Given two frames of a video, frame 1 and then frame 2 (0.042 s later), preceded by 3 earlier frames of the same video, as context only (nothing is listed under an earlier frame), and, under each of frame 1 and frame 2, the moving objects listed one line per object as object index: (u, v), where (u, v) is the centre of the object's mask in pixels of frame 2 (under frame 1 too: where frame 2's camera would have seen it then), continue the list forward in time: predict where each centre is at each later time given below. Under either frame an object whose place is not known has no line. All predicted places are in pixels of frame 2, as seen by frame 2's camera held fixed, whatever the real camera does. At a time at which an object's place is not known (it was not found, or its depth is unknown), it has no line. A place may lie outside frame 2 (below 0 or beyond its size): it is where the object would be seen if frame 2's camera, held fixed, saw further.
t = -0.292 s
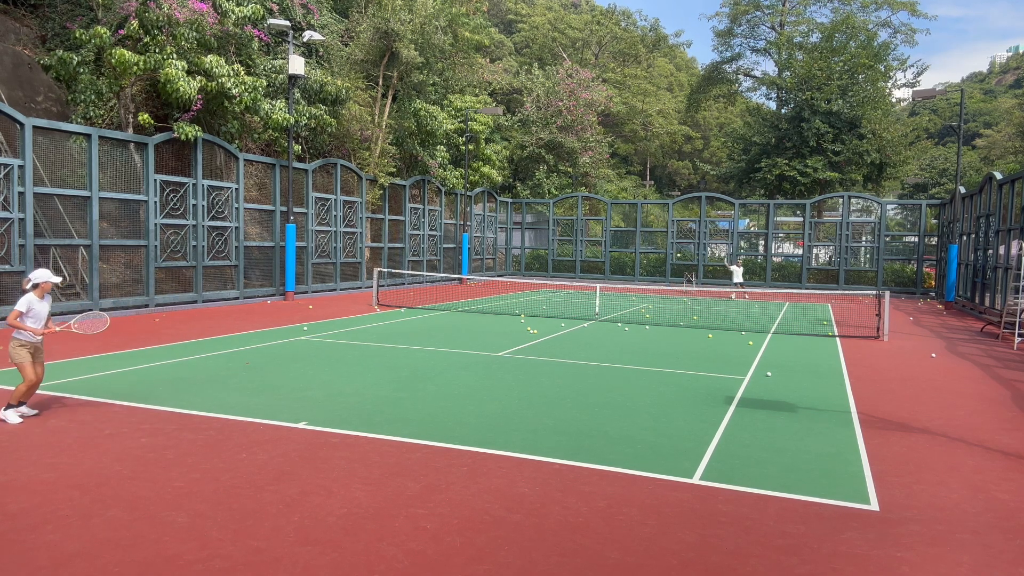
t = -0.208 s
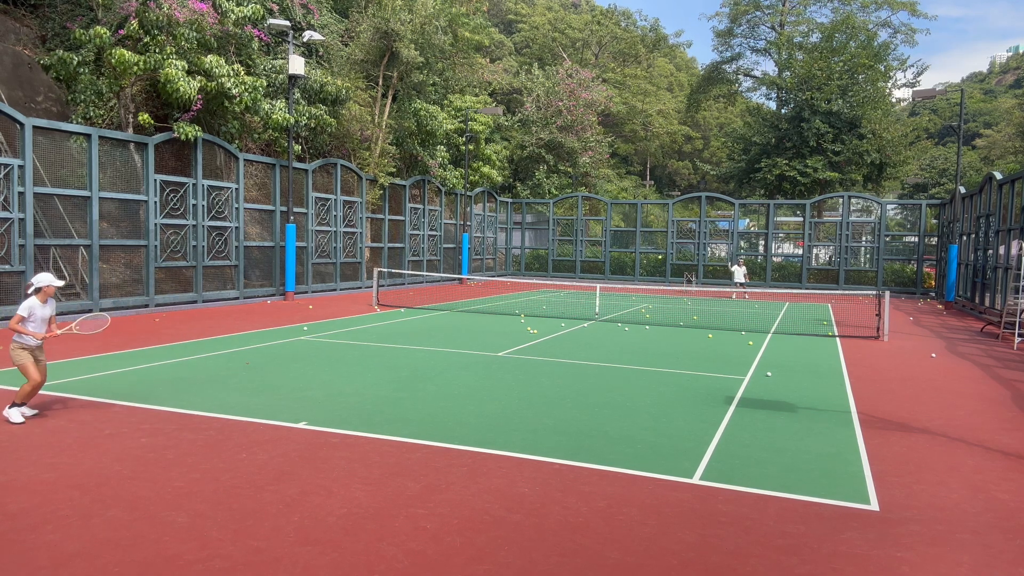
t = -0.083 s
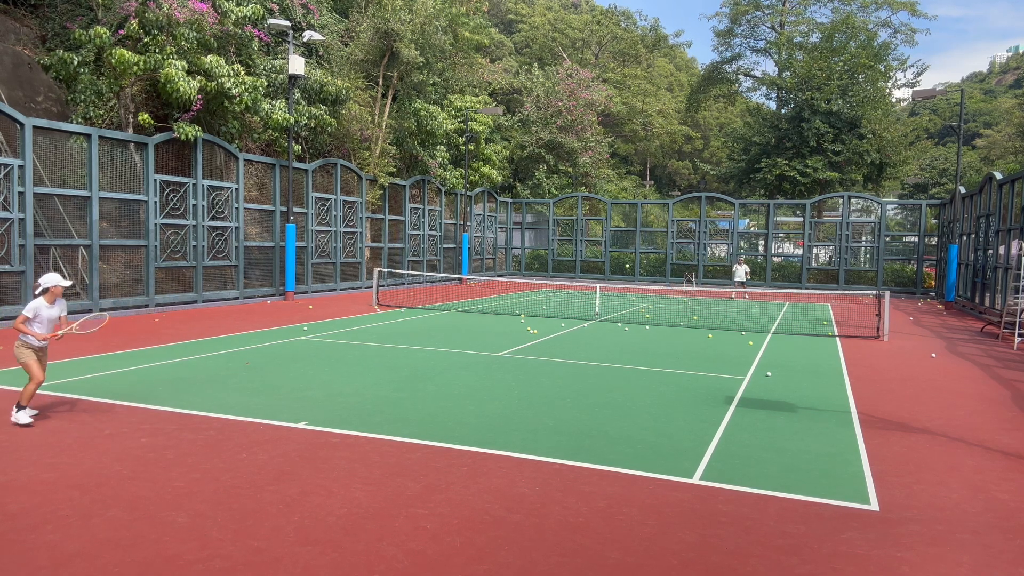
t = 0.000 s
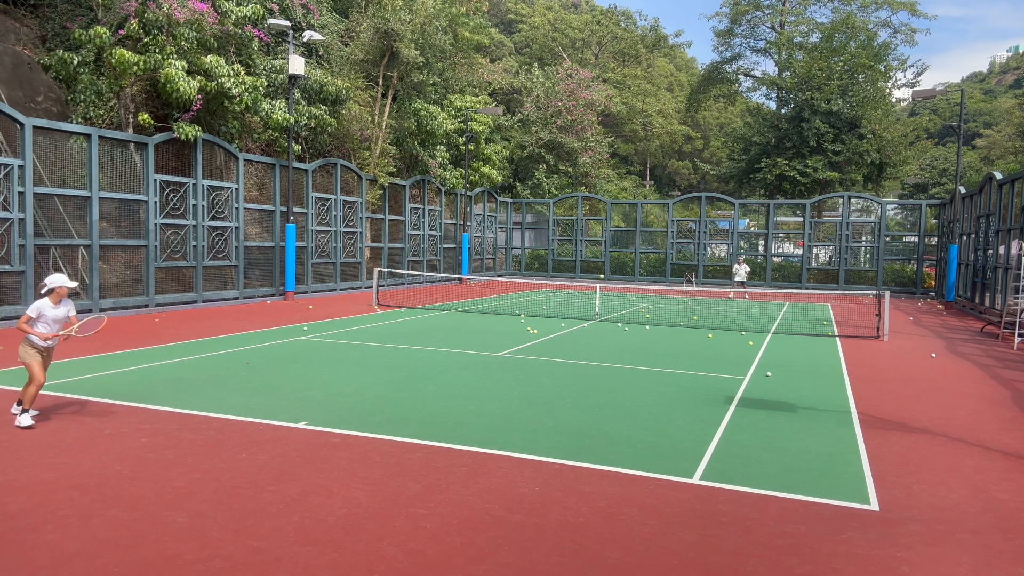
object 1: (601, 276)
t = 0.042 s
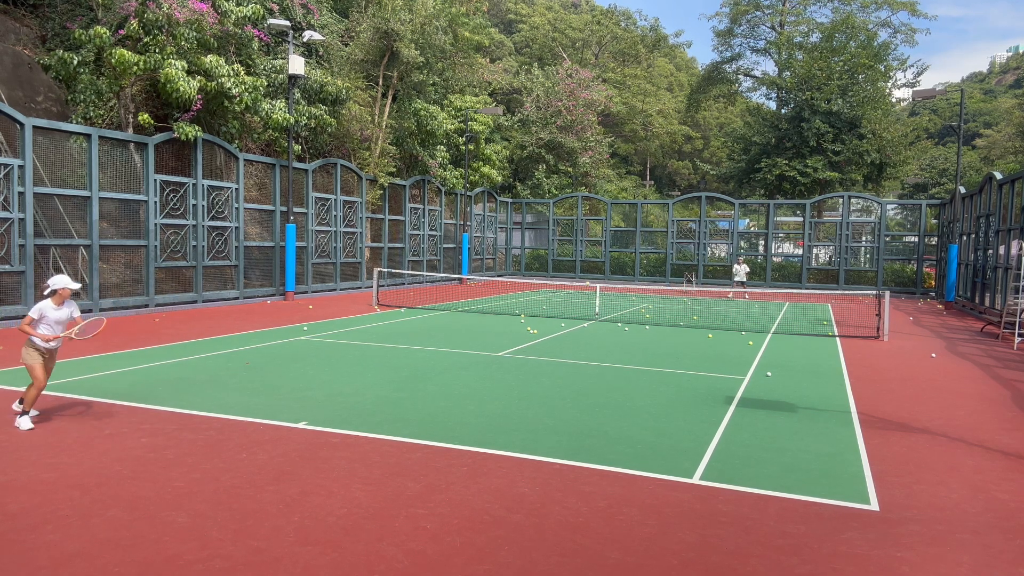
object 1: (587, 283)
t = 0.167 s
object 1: (537, 314)
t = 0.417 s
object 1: (416, 363)
